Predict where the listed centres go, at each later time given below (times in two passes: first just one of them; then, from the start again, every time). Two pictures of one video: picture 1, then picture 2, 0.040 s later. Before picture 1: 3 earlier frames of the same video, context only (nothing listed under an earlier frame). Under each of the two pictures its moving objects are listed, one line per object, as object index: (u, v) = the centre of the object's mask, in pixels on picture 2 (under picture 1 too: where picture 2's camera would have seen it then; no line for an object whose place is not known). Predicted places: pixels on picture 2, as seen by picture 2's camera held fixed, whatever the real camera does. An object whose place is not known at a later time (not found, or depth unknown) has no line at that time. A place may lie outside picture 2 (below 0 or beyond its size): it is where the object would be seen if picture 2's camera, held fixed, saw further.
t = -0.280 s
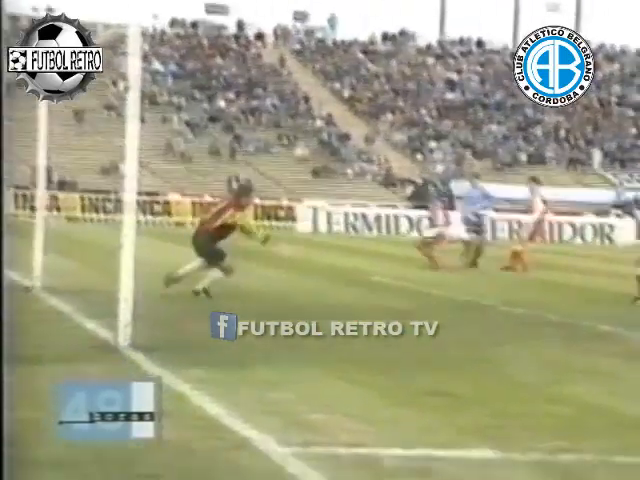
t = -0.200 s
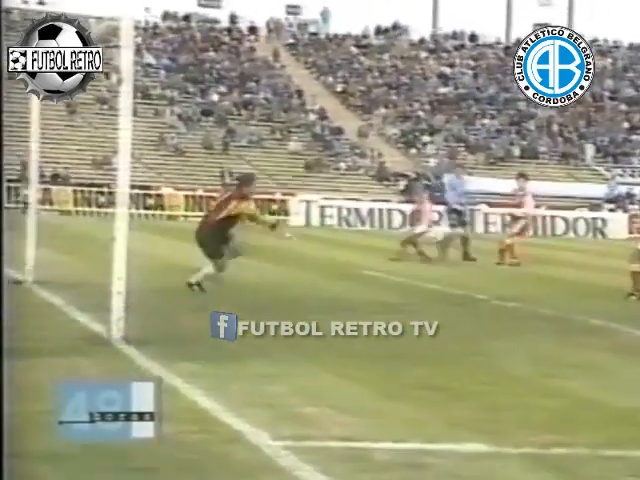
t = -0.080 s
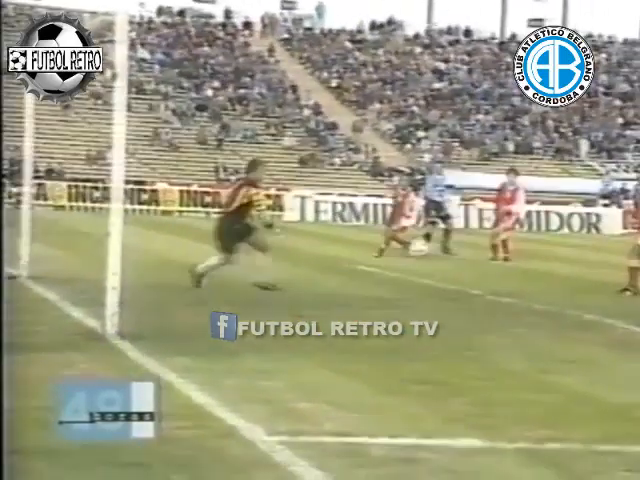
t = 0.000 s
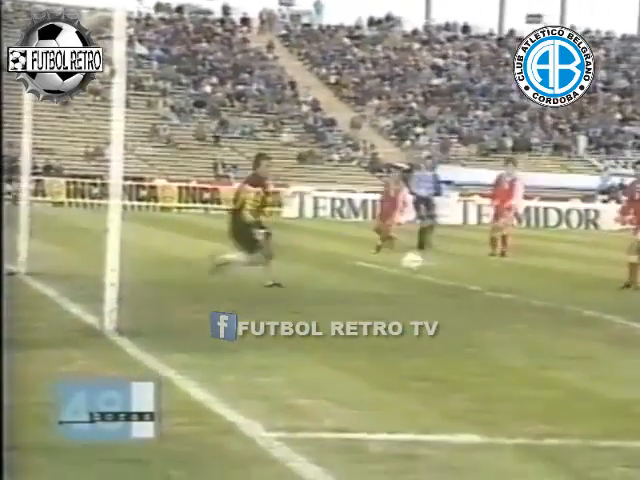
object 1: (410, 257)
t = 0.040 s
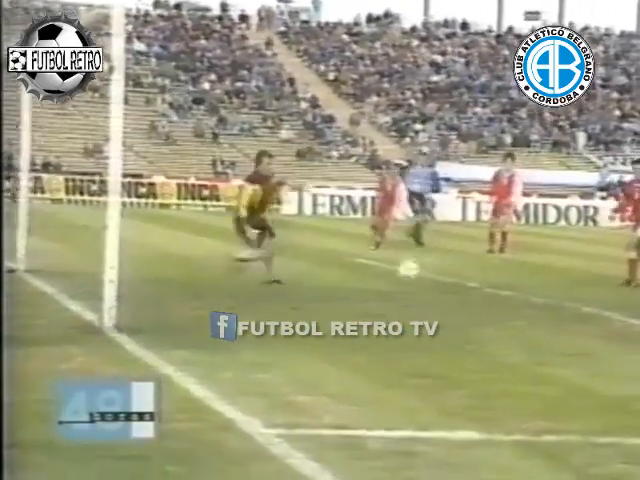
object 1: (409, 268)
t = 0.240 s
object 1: (403, 304)
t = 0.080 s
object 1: (406, 282)
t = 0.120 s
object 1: (403, 297)
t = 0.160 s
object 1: (403, 303)
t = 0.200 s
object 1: (403, 303)
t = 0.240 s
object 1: (403, 304)
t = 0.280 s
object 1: (404, 308)
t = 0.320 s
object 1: (406, 312)
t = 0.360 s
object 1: (408, 319)
